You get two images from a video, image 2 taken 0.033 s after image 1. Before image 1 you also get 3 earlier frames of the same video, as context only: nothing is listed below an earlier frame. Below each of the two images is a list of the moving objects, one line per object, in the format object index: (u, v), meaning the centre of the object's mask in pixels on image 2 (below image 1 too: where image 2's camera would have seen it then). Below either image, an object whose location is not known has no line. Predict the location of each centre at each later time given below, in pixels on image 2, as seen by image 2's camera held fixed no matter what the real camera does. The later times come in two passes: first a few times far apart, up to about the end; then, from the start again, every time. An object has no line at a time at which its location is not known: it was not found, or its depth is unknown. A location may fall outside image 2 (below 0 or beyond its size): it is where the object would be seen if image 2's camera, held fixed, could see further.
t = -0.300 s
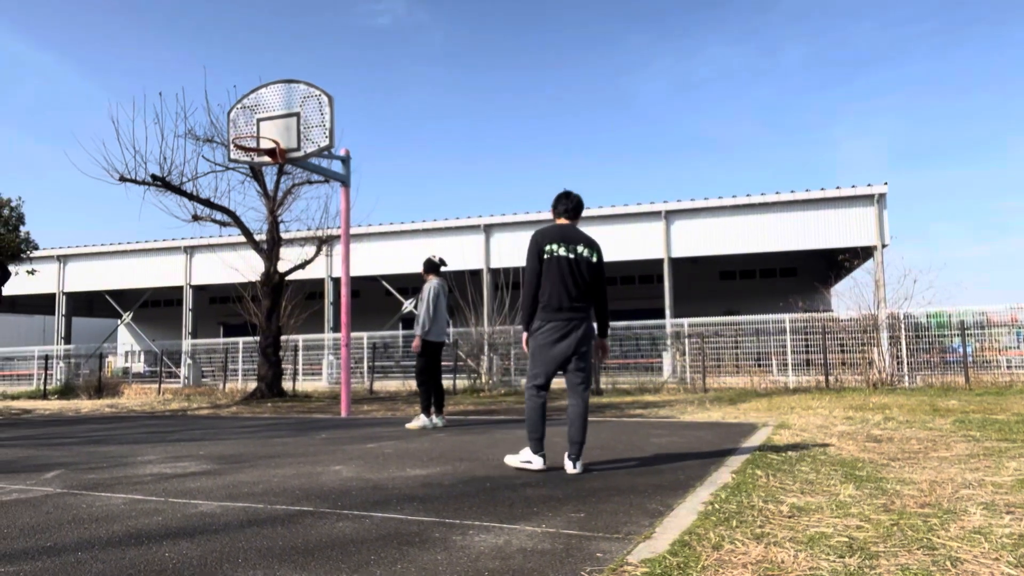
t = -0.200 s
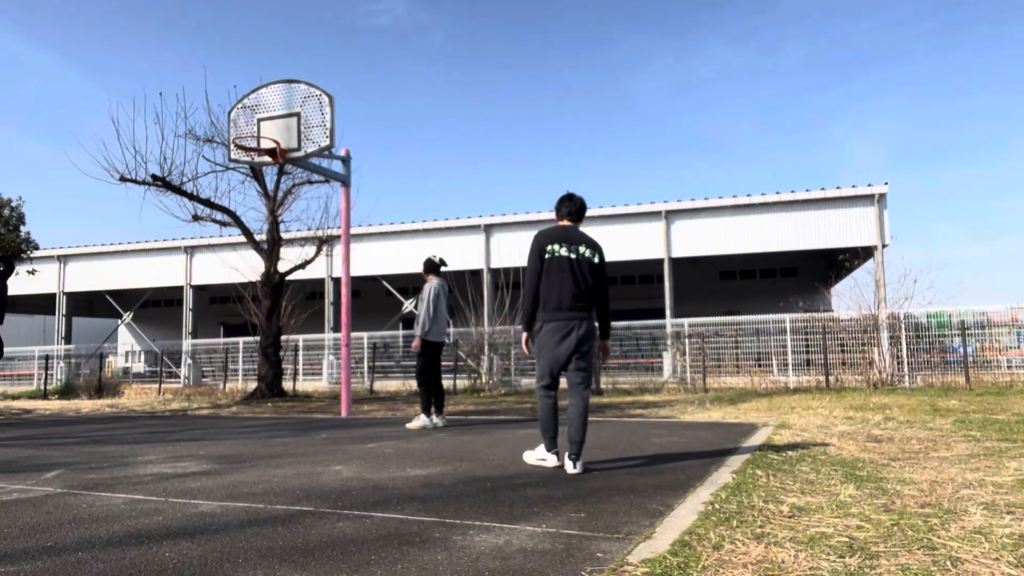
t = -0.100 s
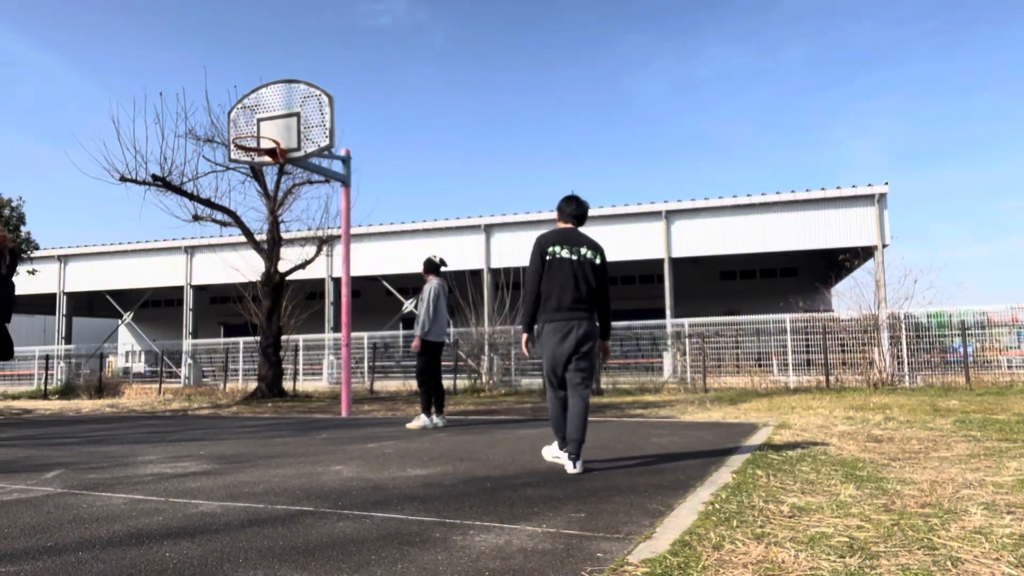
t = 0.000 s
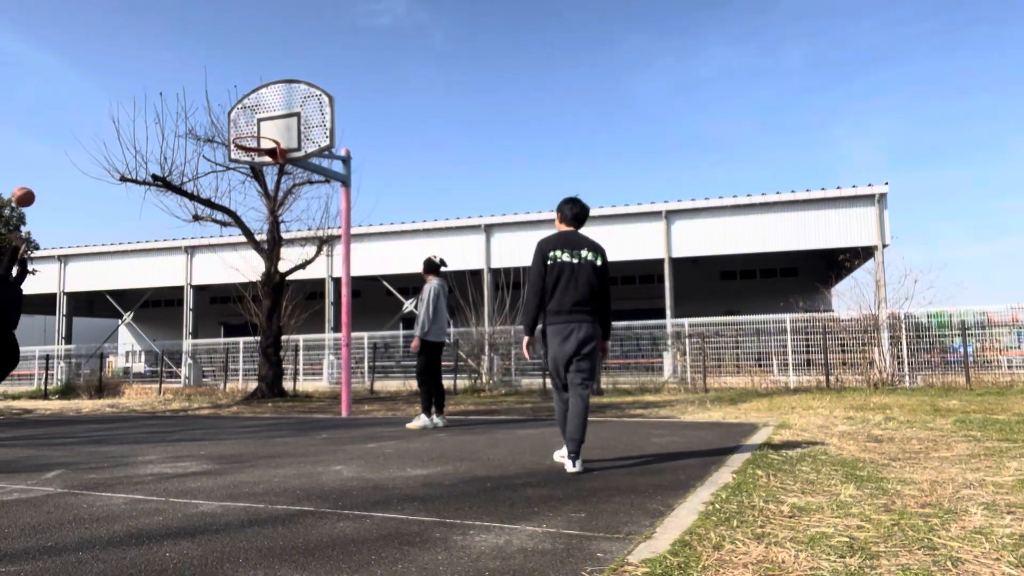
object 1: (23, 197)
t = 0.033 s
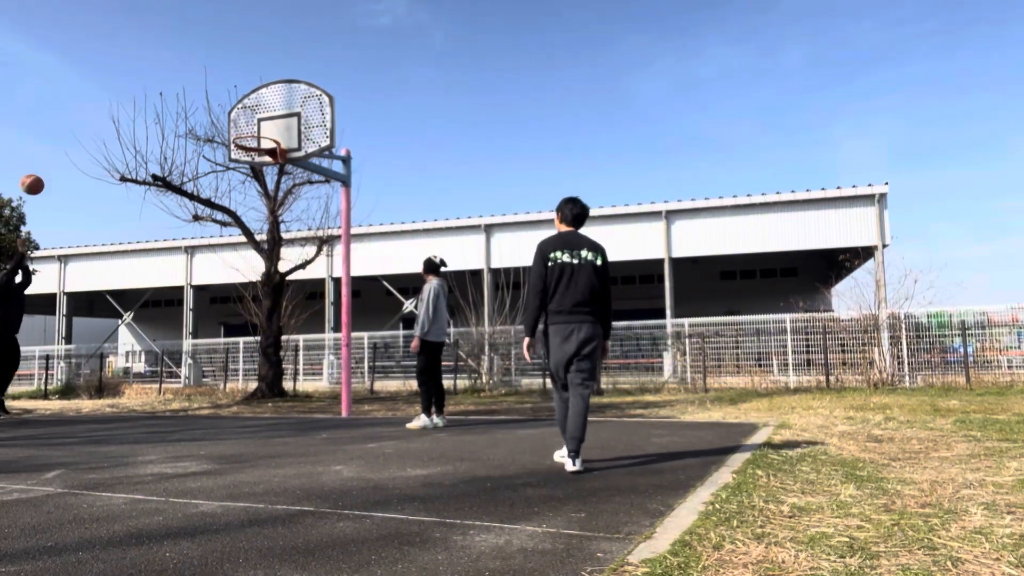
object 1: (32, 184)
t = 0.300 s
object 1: (106, 118)
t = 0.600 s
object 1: (193, 113)
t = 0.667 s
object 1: (213, 122)
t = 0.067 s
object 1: (41, 173)
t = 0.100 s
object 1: (50, 162)
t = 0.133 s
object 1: (59, 153)
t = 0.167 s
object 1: (69, 144)
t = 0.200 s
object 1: (78, 136)
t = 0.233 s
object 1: (87, 129)
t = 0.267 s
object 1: (96, 123)
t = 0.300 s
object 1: (106, 118)
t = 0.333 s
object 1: (115, 113)
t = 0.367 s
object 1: (124, 110)
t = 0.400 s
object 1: (134, 108)
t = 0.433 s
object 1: (143, 106)
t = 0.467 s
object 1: (153, 105)
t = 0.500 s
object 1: (163, 106)
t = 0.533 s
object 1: (173, 107)
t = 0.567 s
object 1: (183, 109)
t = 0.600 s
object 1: (193, 113)
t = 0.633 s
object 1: (203, 117)
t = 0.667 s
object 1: (213, 122)
